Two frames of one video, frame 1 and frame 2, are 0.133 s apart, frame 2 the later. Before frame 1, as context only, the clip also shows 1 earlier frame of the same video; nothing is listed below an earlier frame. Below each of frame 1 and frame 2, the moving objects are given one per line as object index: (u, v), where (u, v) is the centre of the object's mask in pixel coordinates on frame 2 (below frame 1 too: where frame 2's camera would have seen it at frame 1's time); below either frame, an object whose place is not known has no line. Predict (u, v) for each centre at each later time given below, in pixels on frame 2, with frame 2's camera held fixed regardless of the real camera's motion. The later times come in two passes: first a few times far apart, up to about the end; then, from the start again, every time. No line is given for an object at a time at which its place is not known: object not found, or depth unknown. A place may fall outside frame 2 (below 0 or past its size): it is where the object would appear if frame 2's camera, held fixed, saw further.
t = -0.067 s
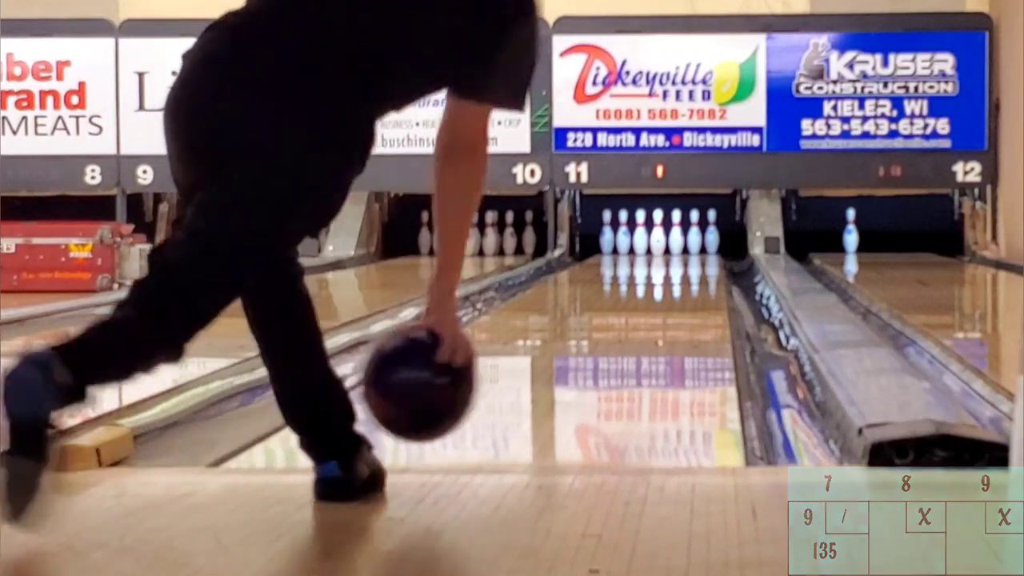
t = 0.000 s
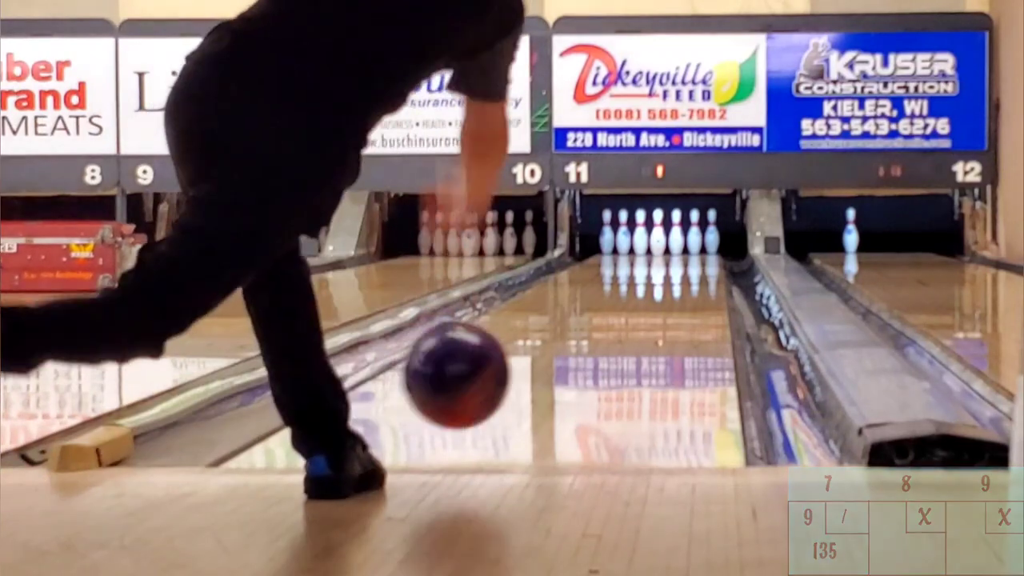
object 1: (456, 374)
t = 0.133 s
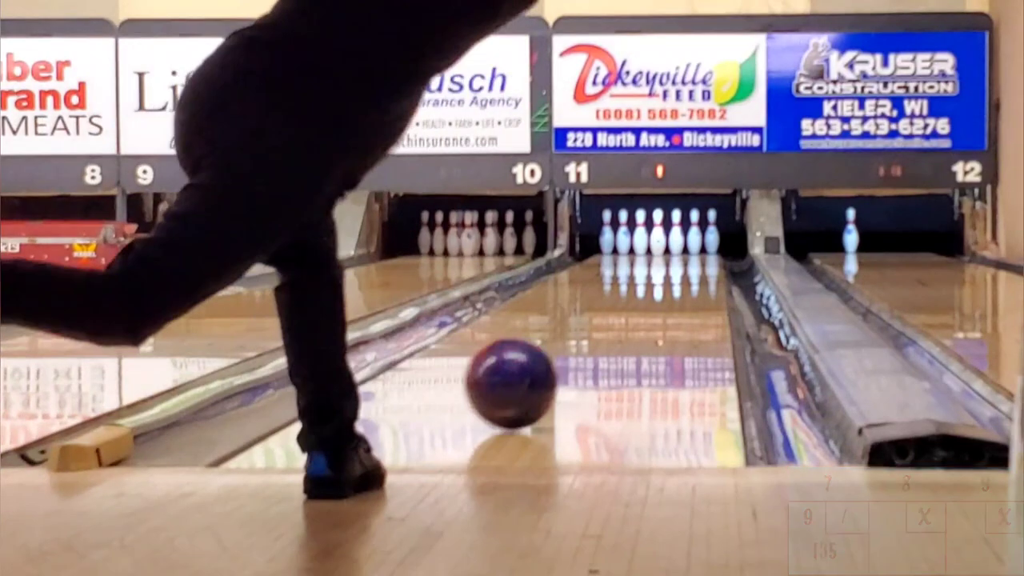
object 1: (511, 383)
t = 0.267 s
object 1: (551, 360)
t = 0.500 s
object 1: (601, 329)
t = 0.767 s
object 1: (637, 303)
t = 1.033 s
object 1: (662, 287)
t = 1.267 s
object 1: (678, 275)
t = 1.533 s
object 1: (689, 266)
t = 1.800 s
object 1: (695, 259)
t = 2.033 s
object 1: (695, 254)
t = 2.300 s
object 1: (690, 250)
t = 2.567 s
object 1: (675, 247)
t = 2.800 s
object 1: (660, 243)
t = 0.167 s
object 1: (522, 377)
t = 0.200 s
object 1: (532, 371)
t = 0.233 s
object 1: (542, 366)
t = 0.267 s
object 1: (551, 360)
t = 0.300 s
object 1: (560, 354)
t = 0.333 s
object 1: (568, 350)
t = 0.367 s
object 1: (575, 345)
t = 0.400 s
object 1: (582, 341)
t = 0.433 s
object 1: (588, 337)
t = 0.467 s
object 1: (595, 333)
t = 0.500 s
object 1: (601, 329)
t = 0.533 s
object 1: (606, 325)
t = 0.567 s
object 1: (611, 321)
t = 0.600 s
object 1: (616, 317)
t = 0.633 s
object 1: (621, 314)
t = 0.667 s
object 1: (625, 311)
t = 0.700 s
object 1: (630, 308)
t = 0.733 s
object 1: (634, 306)
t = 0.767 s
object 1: (637, 303)
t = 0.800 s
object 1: (641, 301)
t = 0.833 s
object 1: (645, 299)
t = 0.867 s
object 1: (648, 297)
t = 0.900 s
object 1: (651, 295)
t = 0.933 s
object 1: (654, 293)
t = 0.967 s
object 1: (657, 290)
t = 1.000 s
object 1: (659, 289)
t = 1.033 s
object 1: (662, 287)
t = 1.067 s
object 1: (665, 285)
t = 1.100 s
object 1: (667, 283)
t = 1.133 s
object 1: (669, 281)
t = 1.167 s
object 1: (670, 280)
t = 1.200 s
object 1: (673, 279)
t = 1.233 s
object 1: (675, 277)
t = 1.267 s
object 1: (678, 275)
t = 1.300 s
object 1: (679, 274)
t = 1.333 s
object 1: (681, 273)
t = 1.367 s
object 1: (682, 271)
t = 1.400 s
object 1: (684, 270)
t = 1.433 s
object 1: (685, 269)
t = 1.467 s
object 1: (686, 268)
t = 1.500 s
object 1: (688, 266)
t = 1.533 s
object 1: (689, 266)
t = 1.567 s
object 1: (690, 265)
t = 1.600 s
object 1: (691, 264)
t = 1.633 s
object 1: (692, 263)
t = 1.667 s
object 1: (692, 262)
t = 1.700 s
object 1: (693, 261)
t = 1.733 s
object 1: (694, 260)
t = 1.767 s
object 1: (694, 260)
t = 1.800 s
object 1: (695, 259)
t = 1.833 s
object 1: (695, 258)
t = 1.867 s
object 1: (695, 257)
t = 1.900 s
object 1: (695, 256)
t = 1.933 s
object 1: (695, 256)
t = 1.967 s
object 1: (695, 255)
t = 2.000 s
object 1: (695, 255)
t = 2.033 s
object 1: (695, 254)
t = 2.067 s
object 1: (695, 254)
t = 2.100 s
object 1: (694, 253)
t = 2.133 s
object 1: (694, 253)
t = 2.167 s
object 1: (693, 252)
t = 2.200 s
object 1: (692, 252)
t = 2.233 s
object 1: (692, 251)
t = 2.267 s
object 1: (691, 251)
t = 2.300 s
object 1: (690, 250)
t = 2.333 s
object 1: (688, 250)
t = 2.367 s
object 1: (686, 249)
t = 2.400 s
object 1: (684, 248)
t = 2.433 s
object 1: (682, 248)
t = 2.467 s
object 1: (681, 248)
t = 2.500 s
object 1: (679, 248)
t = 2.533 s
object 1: (677, 247)
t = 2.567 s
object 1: (675, 247)
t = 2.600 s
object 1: (674, 246)
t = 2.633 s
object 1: (671, 246)
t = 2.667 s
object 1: (668, 246)
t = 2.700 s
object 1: (666, 245)
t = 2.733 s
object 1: (663, 244)
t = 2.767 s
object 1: (661, 244)
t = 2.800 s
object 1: (660, 243)
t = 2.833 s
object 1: (658, 241)
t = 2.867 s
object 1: (656, 242)
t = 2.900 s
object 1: (657, 242)
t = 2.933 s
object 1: (656, 242)
